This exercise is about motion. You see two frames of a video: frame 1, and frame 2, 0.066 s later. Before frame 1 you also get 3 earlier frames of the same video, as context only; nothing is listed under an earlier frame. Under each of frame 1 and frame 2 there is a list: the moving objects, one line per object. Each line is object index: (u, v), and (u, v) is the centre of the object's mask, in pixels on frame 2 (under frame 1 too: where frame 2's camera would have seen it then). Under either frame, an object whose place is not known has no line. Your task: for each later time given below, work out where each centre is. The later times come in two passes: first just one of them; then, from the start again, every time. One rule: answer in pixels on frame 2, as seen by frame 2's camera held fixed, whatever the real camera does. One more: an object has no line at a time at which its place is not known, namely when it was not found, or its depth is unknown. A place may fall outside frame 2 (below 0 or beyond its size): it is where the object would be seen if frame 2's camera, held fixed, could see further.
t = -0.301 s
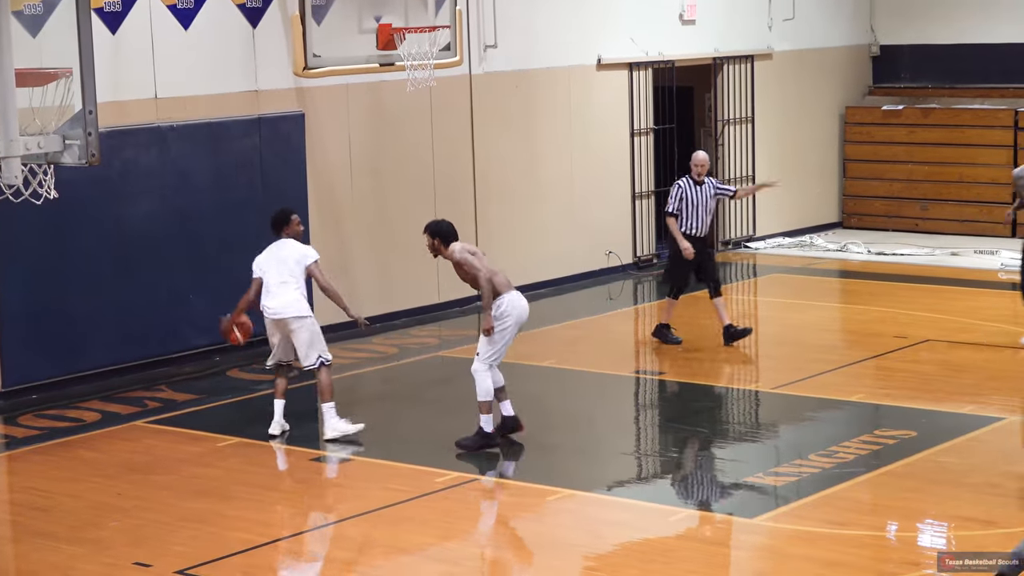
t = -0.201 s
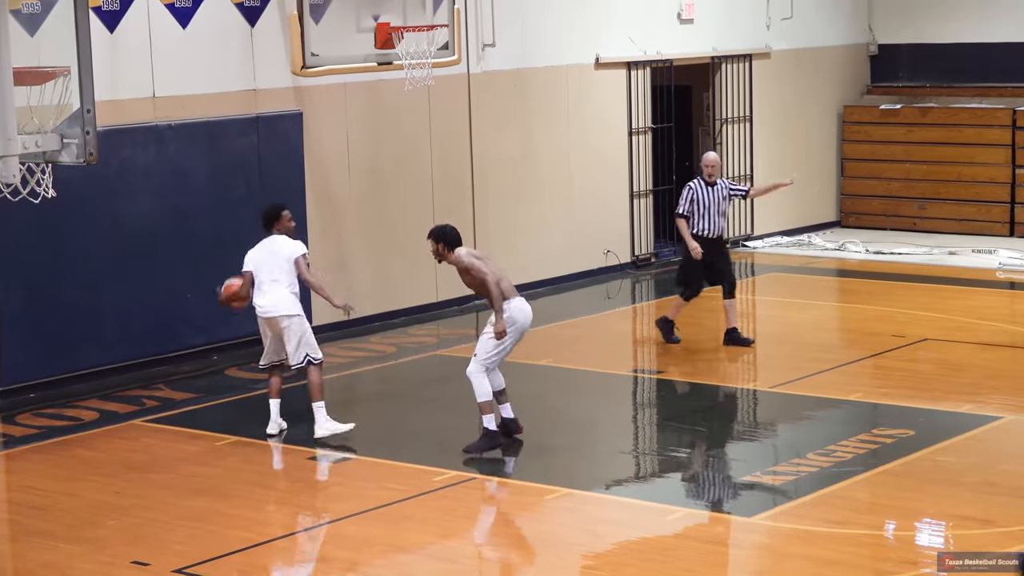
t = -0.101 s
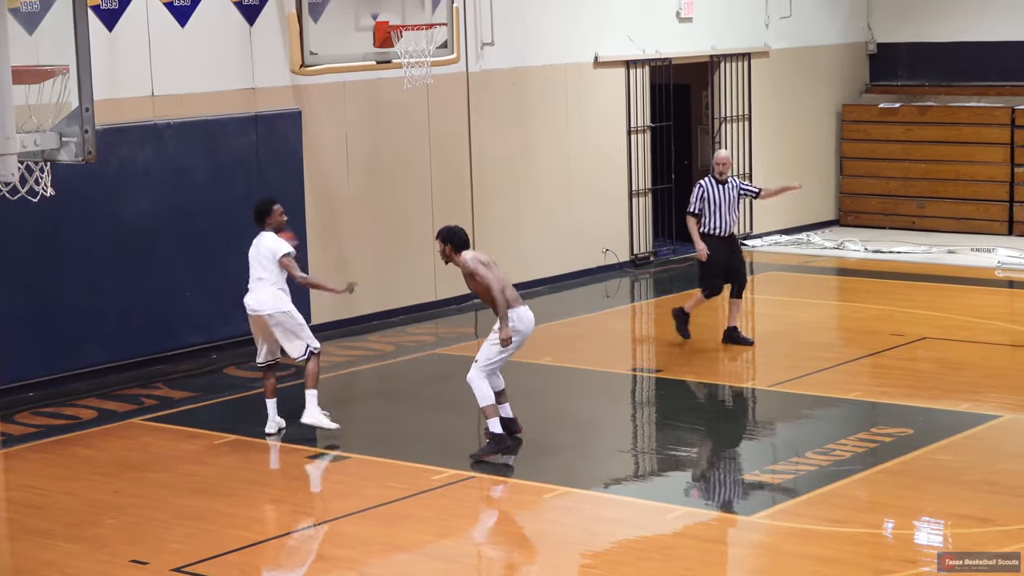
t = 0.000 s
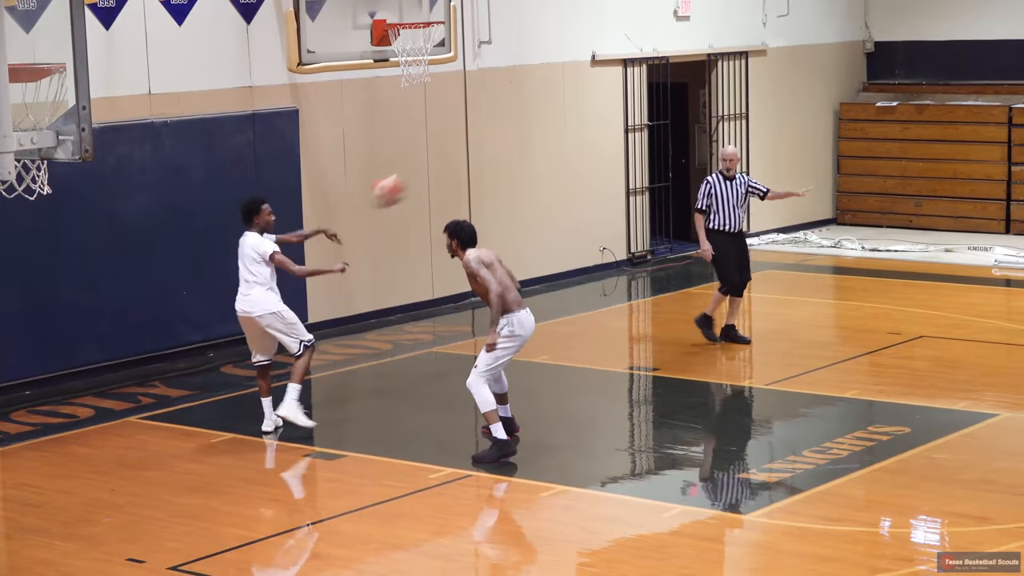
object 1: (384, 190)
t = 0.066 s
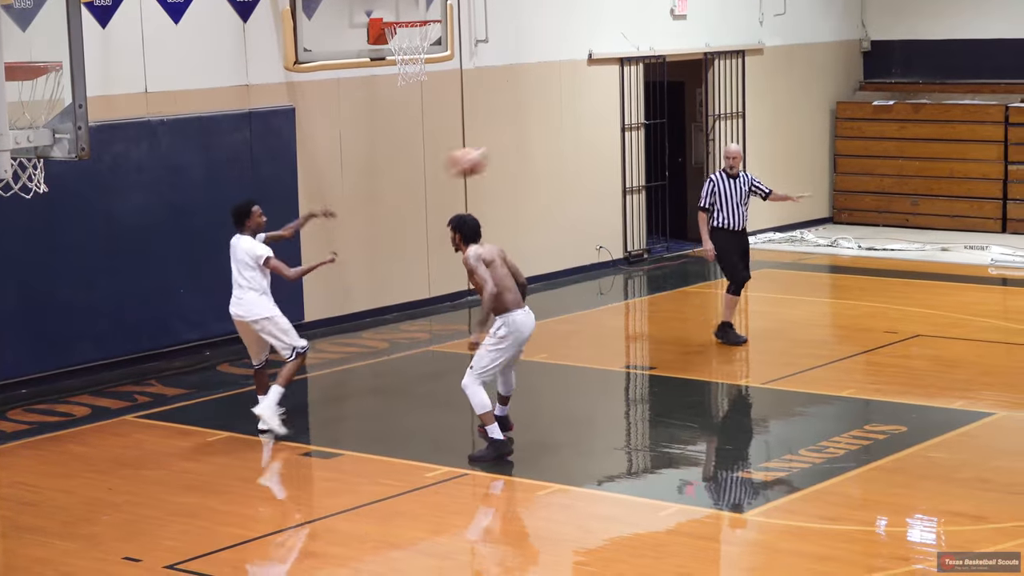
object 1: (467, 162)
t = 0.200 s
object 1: (639, 118)
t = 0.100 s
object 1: (511, 149)
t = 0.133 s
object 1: (554, 137)
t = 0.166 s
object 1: (595, 127)
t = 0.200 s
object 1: (639, 118)
